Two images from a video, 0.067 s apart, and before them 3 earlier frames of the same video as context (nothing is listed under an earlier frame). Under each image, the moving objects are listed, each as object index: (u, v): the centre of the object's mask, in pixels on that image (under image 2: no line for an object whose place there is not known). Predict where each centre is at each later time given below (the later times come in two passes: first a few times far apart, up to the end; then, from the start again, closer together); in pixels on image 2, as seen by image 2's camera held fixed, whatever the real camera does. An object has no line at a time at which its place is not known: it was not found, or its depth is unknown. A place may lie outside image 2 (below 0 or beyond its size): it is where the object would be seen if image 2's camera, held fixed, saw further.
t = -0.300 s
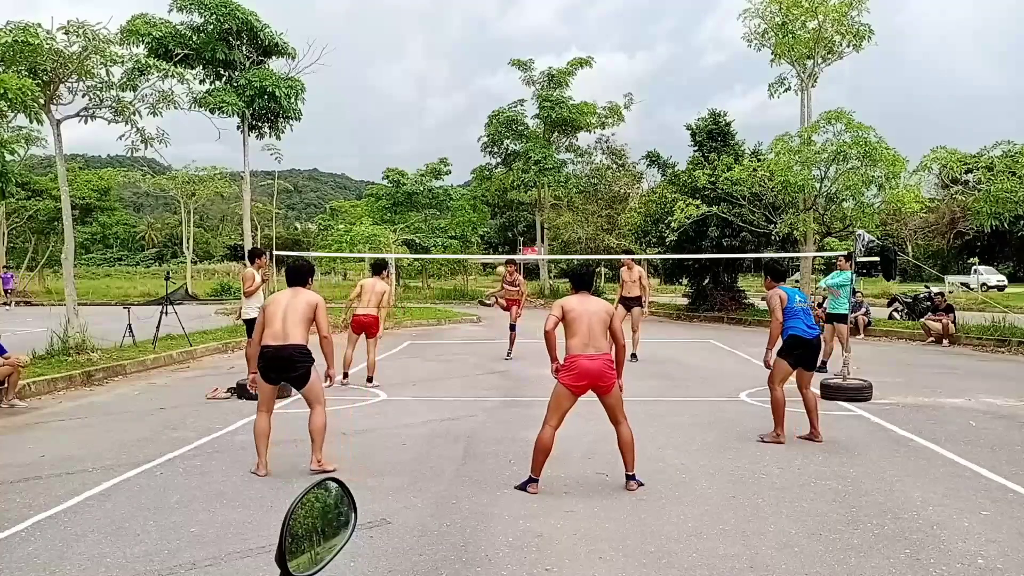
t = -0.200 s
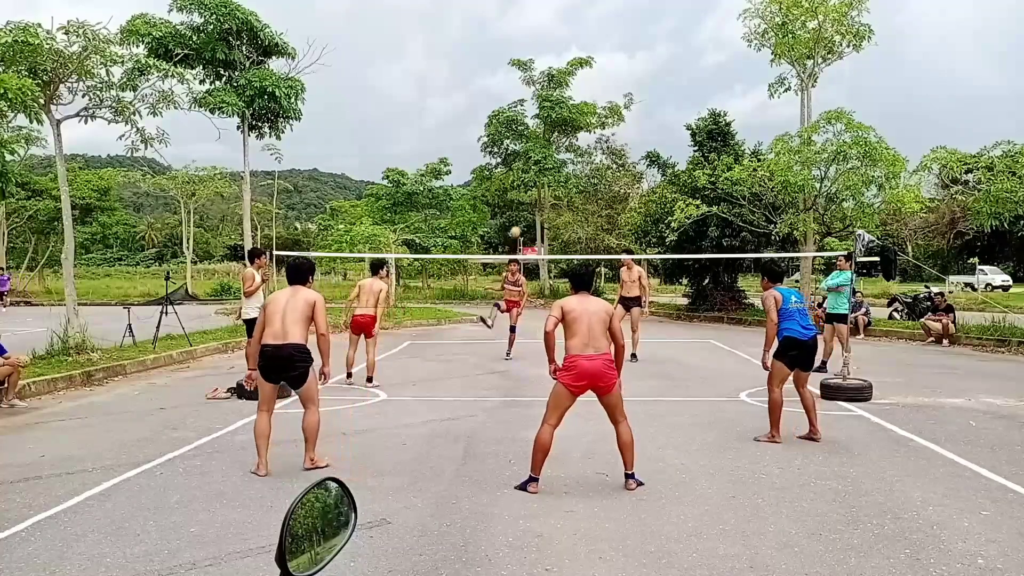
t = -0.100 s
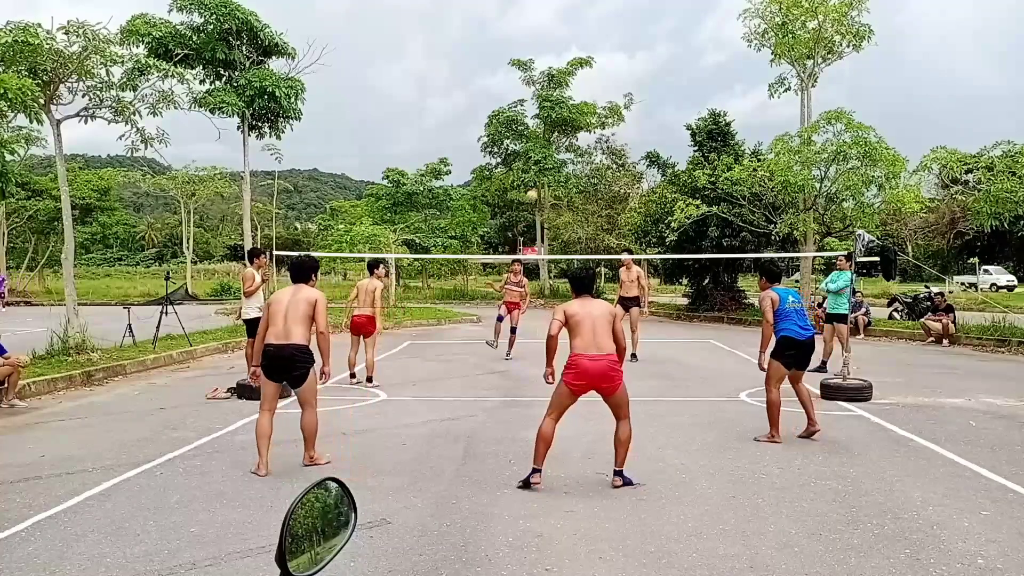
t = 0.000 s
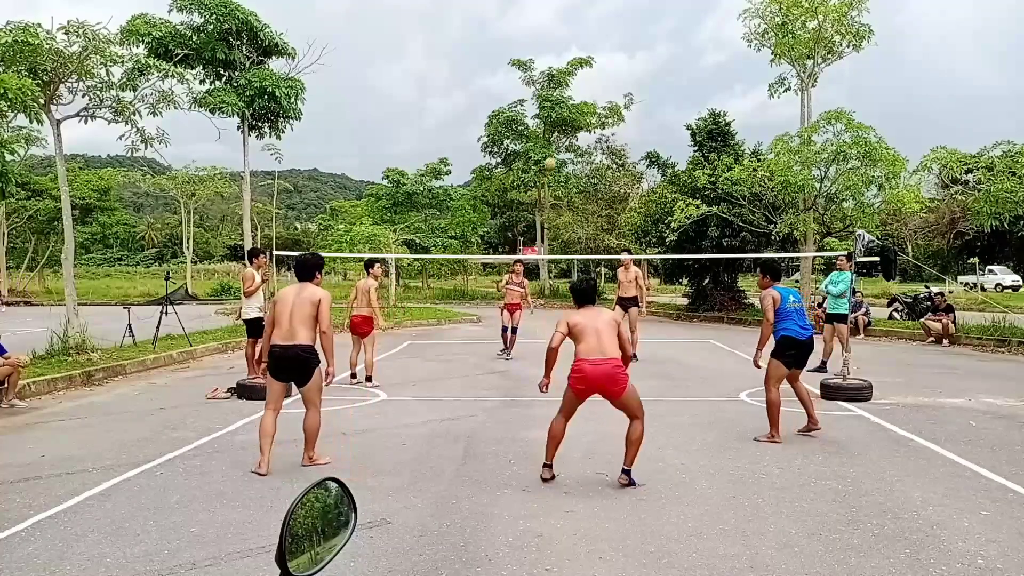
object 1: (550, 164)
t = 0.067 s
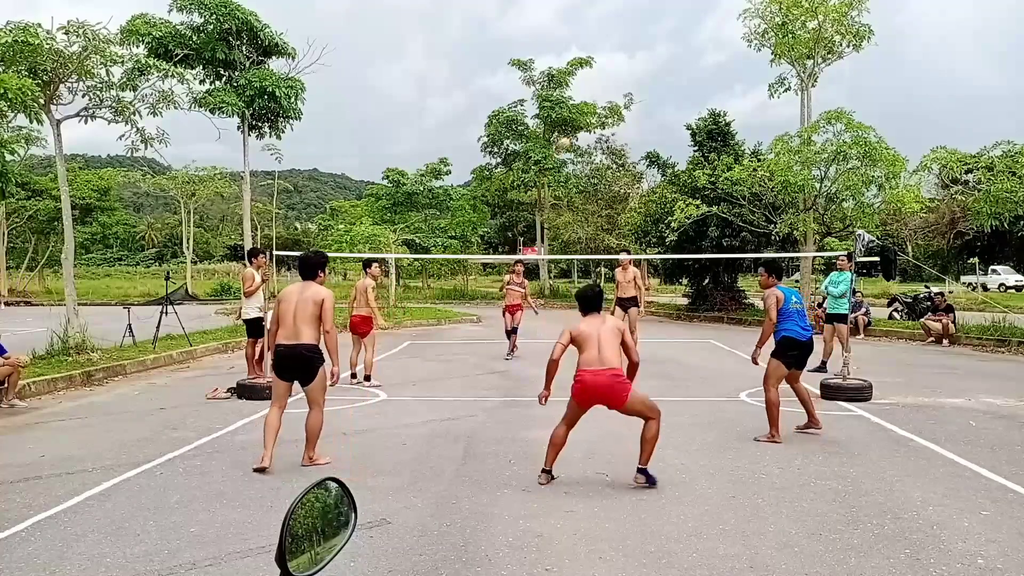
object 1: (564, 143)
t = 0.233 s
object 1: (603, 107)
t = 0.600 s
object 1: (738, 111)
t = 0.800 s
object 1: (859, 211)
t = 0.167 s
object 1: (587, 120)
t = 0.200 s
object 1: (595, 112)
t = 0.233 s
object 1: (603, 107)
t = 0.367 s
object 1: (644, 91)
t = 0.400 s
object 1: (656, 89)
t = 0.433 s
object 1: (668, 88)
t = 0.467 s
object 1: (680, 90)
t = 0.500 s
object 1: (693, 93)
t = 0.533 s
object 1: (708, 97)
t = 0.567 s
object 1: (723, 103)
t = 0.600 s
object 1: (738, 111)
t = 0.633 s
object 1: (756, 120)
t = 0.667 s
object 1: (774, 133)
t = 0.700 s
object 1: (793, 146)
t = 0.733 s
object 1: (814, 164)
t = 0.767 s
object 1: (836, 187)
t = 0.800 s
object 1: (859, 211)
